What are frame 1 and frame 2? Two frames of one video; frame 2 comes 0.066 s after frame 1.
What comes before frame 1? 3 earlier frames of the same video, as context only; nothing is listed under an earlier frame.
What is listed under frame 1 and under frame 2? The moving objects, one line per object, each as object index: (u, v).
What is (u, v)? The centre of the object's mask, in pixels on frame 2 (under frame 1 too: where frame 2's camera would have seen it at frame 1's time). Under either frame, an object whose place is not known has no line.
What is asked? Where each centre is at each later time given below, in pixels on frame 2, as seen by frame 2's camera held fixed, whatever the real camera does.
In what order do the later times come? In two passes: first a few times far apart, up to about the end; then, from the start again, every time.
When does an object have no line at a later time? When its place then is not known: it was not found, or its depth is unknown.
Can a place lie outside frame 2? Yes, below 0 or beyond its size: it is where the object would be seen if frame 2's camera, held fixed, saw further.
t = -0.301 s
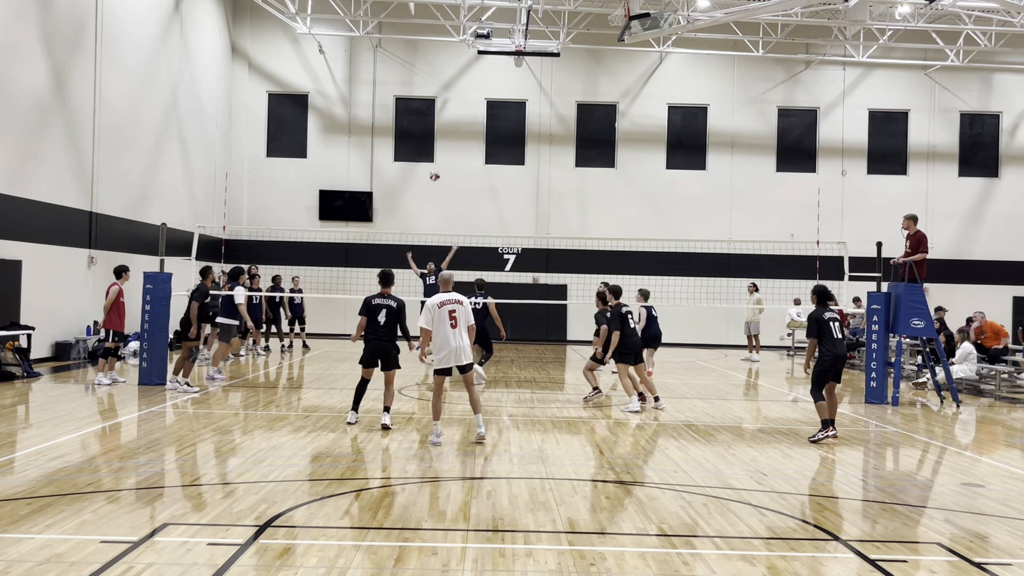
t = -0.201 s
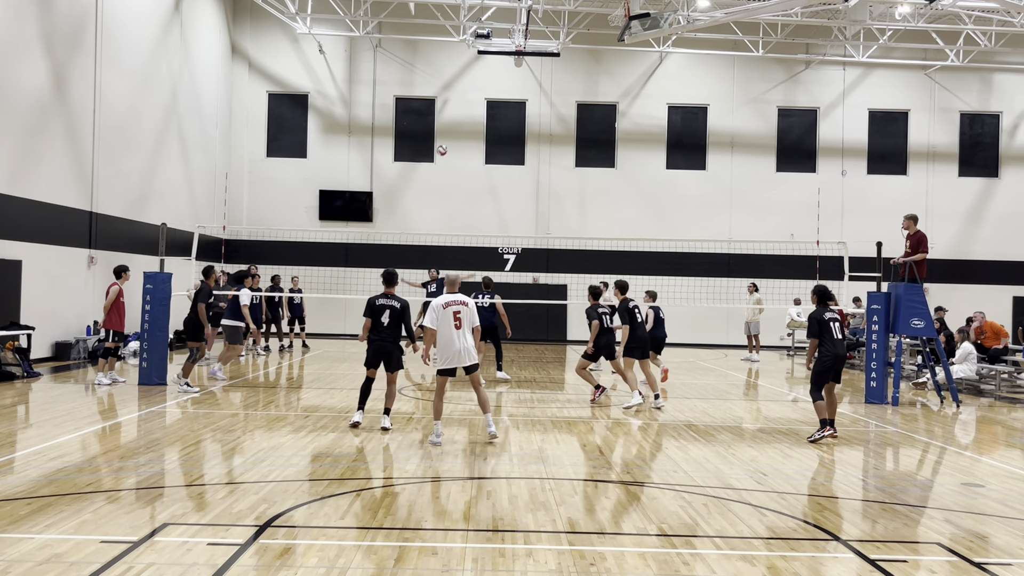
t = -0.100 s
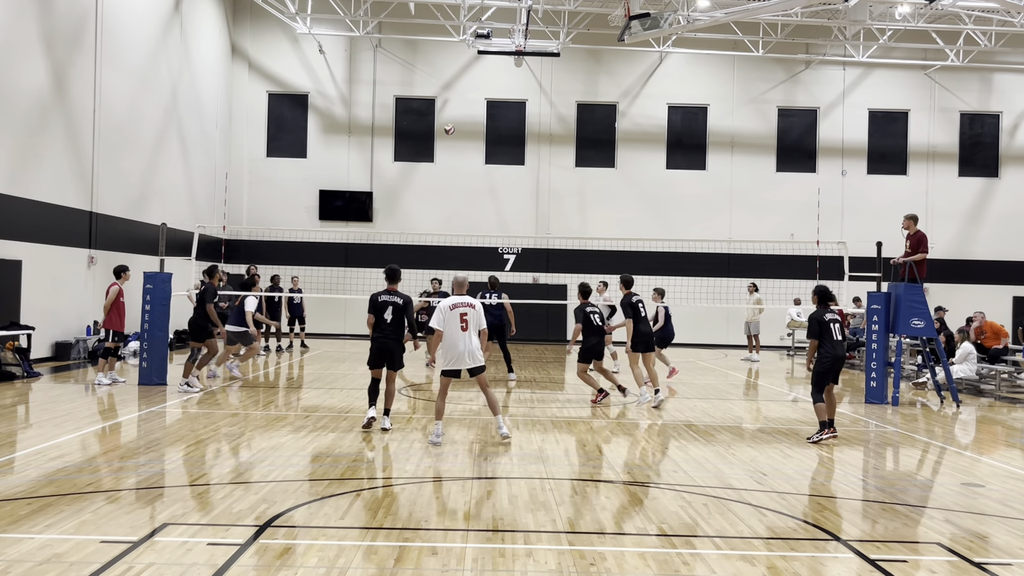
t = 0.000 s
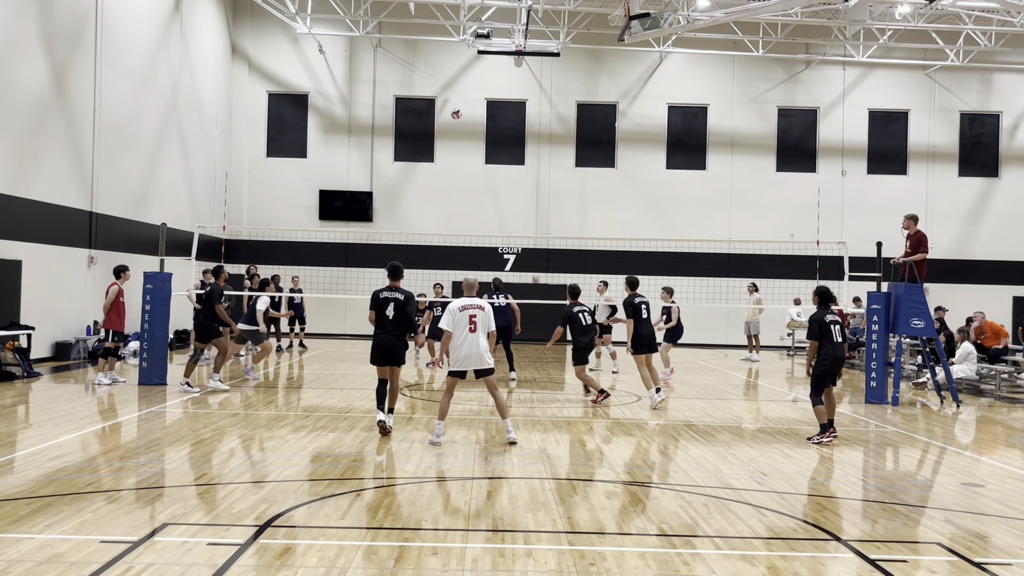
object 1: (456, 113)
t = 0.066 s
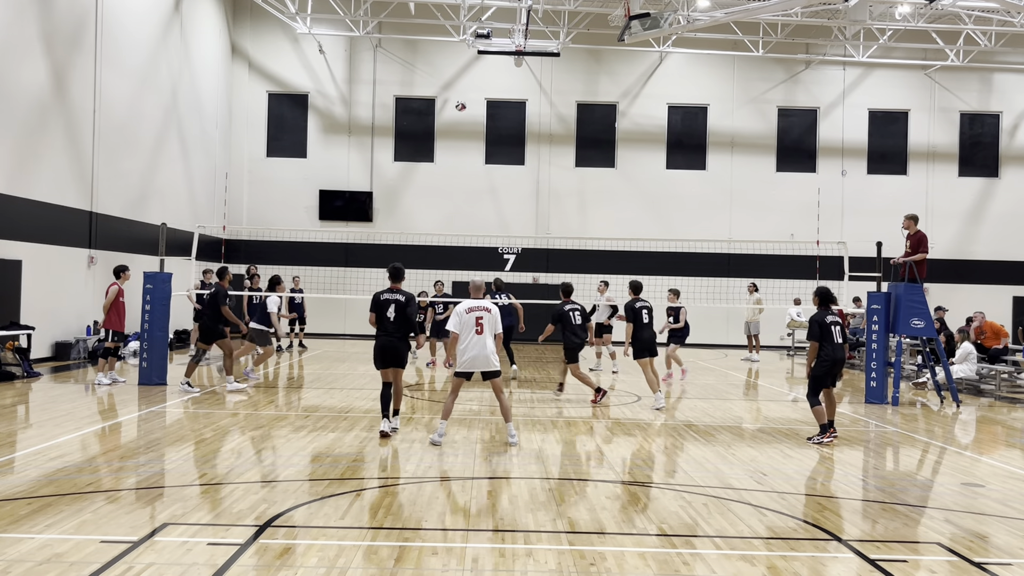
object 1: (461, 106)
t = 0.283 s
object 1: (476, 96)
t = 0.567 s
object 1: (495, 122)
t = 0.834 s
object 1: (512, 187)
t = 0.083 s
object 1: (462, 104)
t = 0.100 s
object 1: (463, 102)
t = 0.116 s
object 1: (464, 101)
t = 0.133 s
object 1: (465, 100)
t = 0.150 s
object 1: (466, 99)
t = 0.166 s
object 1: (468, 98)
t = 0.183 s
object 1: (469, 98)
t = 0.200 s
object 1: (470, 97)
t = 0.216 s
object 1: (471, 96)
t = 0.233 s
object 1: (472, 96)
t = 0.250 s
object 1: (474, 96)
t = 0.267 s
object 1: (475, 96)
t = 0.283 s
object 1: (476, 96)
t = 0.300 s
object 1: (477, 96)
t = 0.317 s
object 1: (478, 97)
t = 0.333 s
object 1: (479, 97)
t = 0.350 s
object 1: (480, 98)
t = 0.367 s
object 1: (482, 99)
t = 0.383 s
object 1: (483, 100)
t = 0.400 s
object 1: (484, 102)
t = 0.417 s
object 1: (485, 103)
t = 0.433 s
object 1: (487, 104)
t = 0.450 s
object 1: (488, 106)
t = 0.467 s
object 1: (489, 108)
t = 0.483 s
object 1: (490, 110)
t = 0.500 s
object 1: (491, 112)
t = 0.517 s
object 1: (492, 114)
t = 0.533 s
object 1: (493, 117)
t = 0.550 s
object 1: (494, 119)
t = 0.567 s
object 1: (495, 122)
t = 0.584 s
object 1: (497, 125)
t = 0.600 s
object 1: (497, 128)
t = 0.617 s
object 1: (499, 131)
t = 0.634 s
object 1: (500, 135)
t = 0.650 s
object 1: (501, 138)
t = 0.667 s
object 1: (502, 142)
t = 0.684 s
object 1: (503, 146)
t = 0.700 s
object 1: (504, 150)
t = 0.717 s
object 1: (505, 154)
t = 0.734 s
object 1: (506, 158)
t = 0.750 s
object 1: (507, 162)
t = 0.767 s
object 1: (508, 167)
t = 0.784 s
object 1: (509, 171)
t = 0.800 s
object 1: (510, 176)
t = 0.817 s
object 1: (511, 182)
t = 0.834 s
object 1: (512, 187)
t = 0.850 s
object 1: (513, 192)
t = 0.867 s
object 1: (514, 198)
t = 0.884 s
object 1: (515, 204)
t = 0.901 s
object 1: (516, 210)
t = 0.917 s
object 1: (517, 215)
